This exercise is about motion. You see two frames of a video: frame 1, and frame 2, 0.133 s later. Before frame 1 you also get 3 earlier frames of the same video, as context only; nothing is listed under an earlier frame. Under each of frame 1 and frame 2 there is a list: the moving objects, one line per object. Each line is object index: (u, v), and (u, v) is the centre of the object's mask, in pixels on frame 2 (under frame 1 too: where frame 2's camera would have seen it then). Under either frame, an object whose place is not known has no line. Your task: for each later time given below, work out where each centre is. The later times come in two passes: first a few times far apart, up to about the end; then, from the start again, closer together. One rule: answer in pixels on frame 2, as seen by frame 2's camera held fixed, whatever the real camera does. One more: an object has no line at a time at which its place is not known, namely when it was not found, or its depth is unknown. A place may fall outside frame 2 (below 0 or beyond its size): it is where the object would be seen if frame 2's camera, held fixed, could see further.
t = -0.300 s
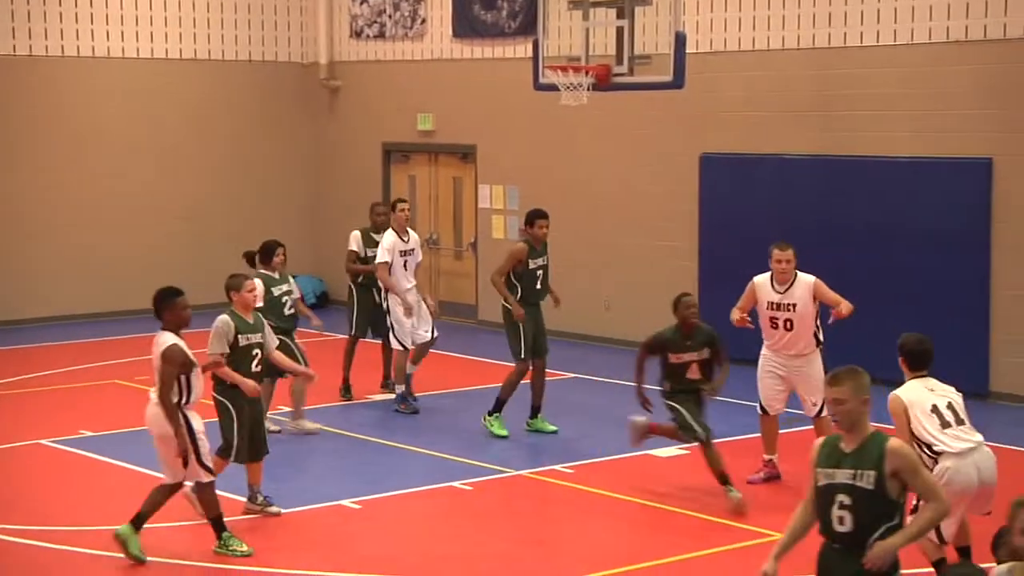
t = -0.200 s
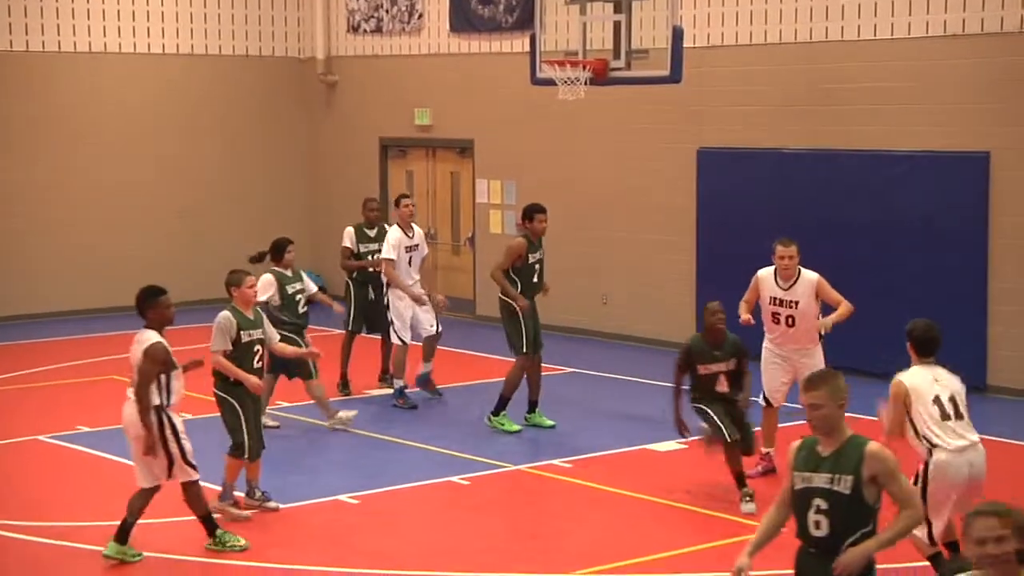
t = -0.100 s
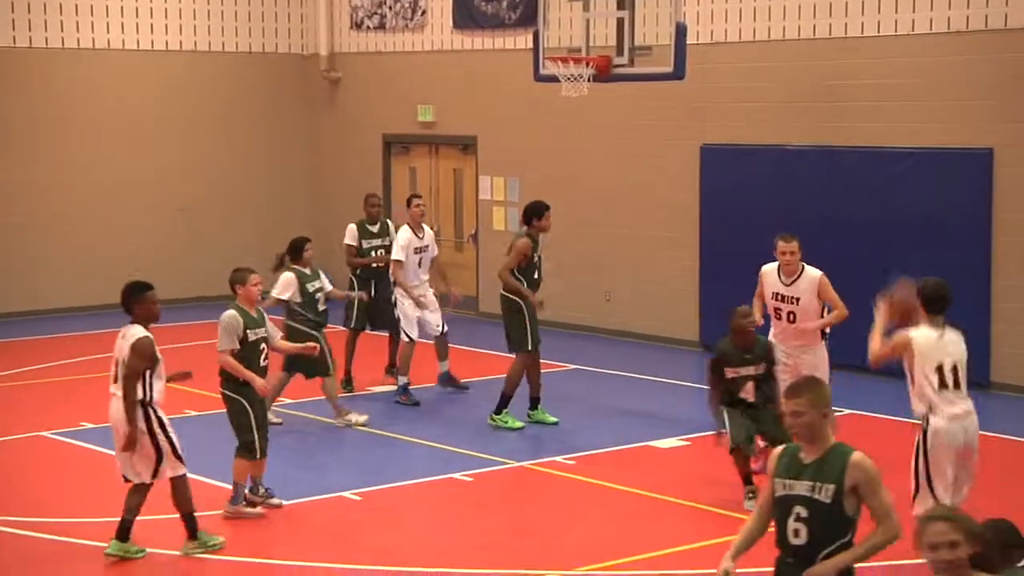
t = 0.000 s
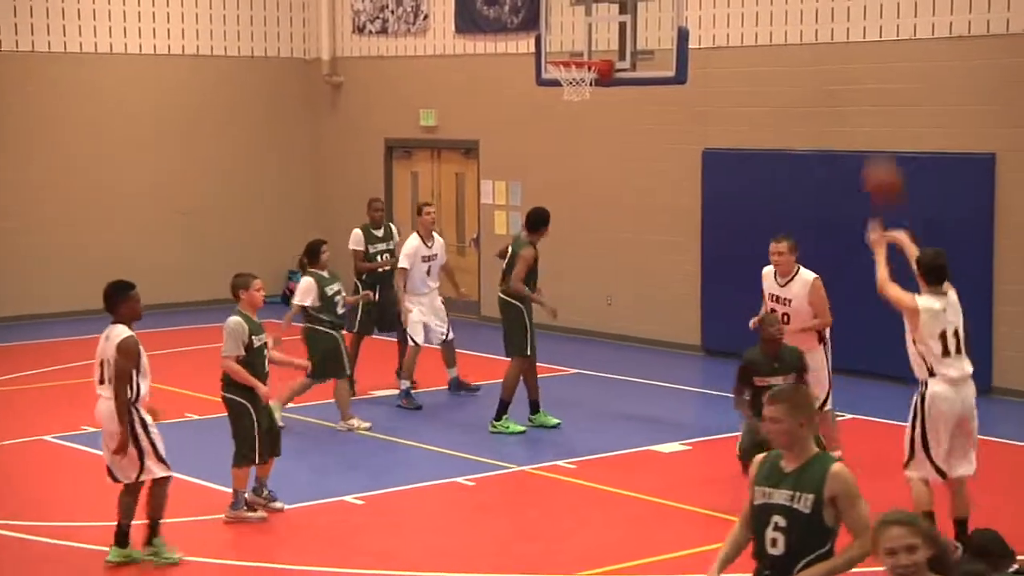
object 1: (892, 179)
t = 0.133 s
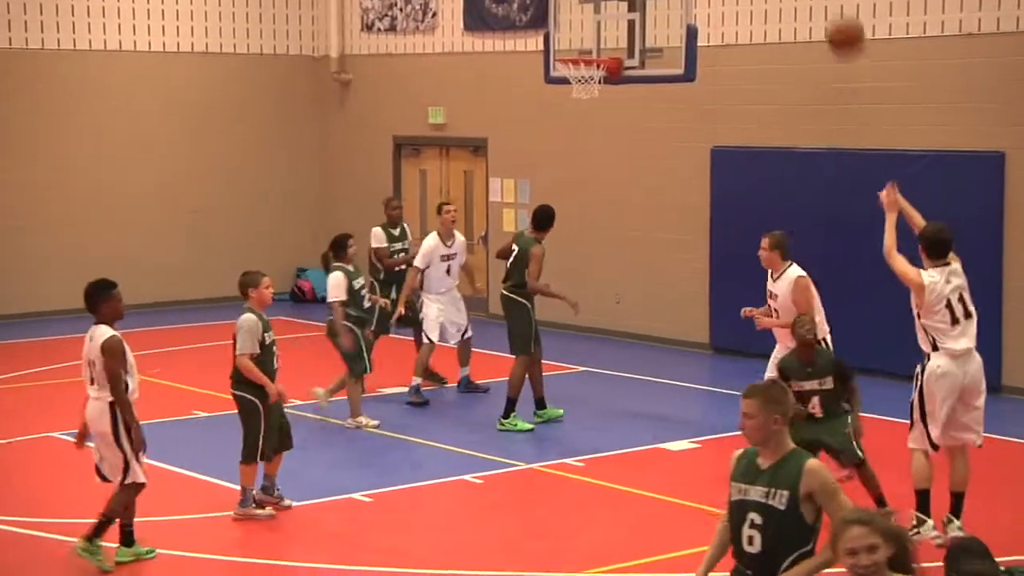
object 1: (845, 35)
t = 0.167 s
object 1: (834, 10)
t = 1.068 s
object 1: (621, -95)
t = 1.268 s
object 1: (588, 3)
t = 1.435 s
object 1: (547, 85)
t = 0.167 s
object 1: (834, 10)
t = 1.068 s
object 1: (621, -95)
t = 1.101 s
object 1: (616, -87)
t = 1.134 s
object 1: (609, -70)
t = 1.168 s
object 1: (605, -54)
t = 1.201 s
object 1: (599, -36)
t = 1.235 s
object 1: (593, -16)
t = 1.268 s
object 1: (588, 3)
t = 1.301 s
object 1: (583, 24)
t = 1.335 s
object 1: (578, 44)
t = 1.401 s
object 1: (559, 81)
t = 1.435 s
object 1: (547, 85)
